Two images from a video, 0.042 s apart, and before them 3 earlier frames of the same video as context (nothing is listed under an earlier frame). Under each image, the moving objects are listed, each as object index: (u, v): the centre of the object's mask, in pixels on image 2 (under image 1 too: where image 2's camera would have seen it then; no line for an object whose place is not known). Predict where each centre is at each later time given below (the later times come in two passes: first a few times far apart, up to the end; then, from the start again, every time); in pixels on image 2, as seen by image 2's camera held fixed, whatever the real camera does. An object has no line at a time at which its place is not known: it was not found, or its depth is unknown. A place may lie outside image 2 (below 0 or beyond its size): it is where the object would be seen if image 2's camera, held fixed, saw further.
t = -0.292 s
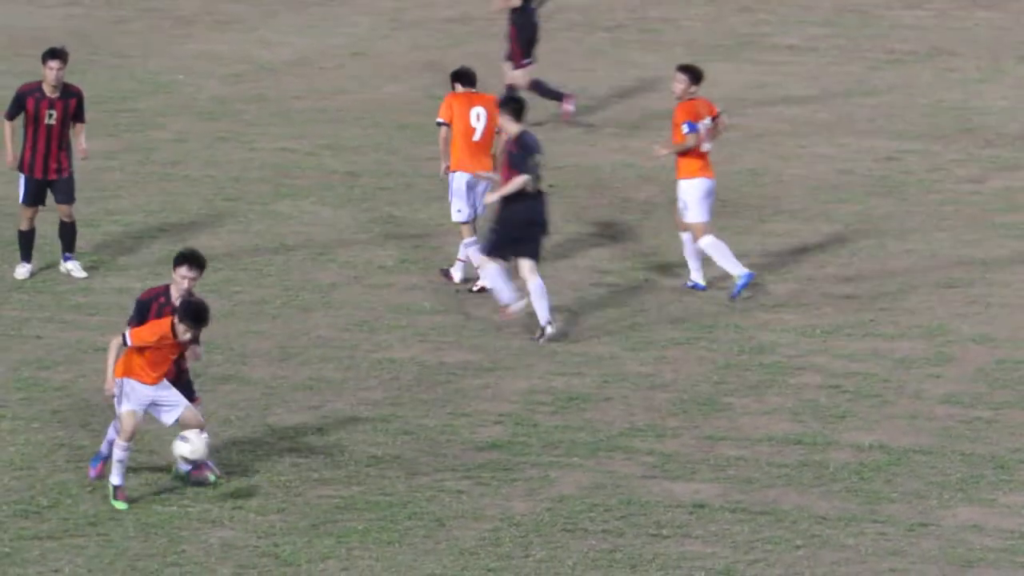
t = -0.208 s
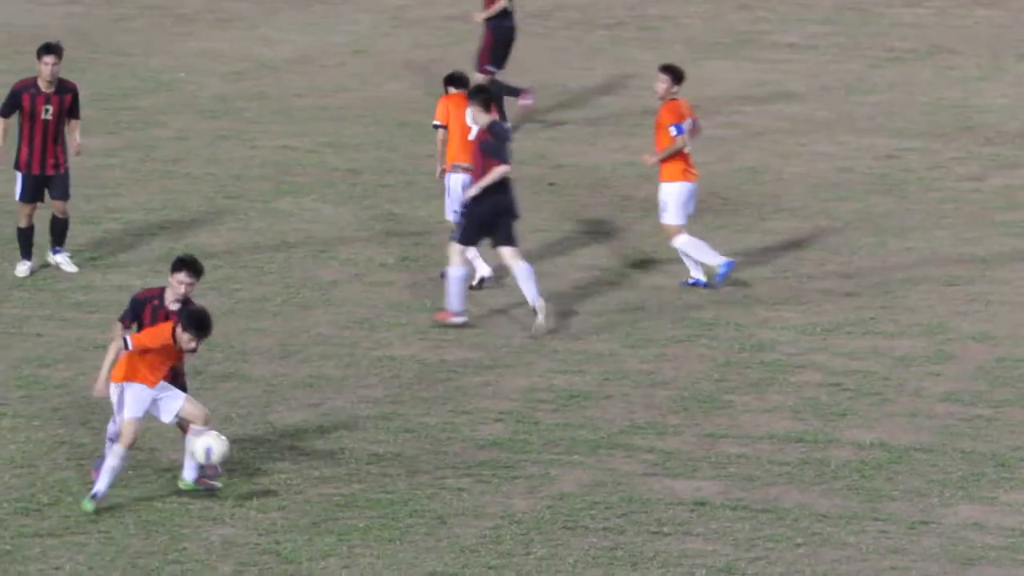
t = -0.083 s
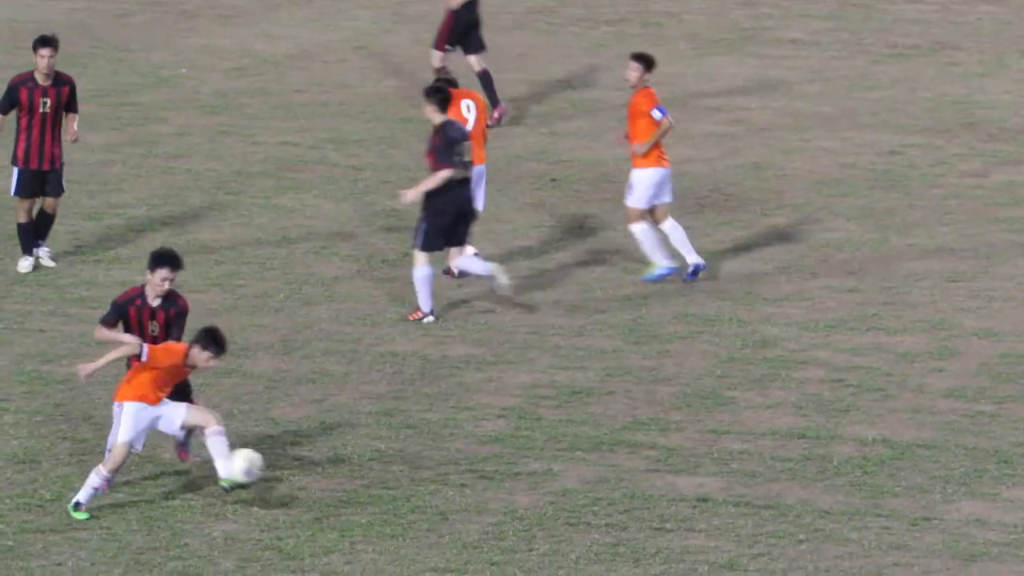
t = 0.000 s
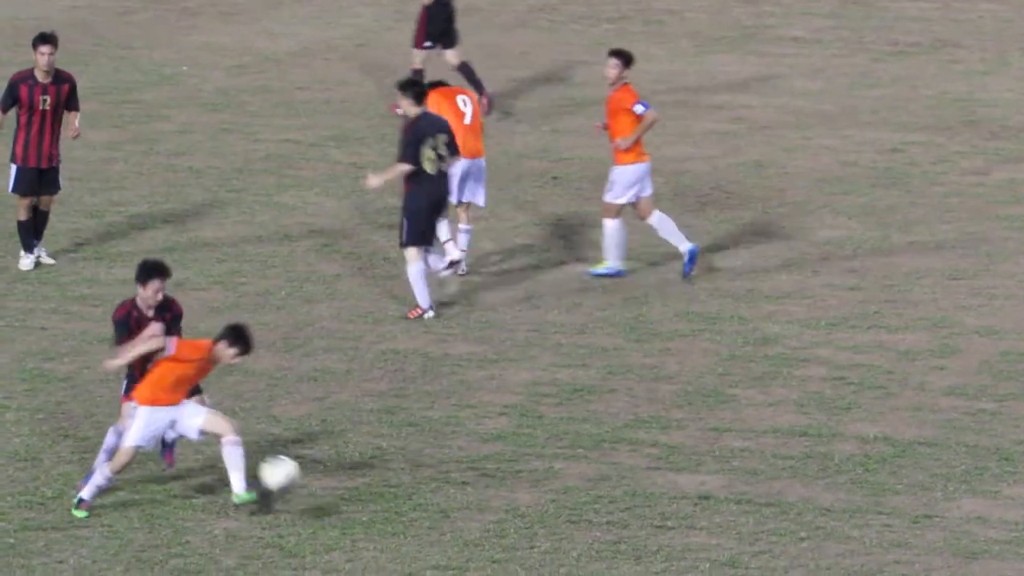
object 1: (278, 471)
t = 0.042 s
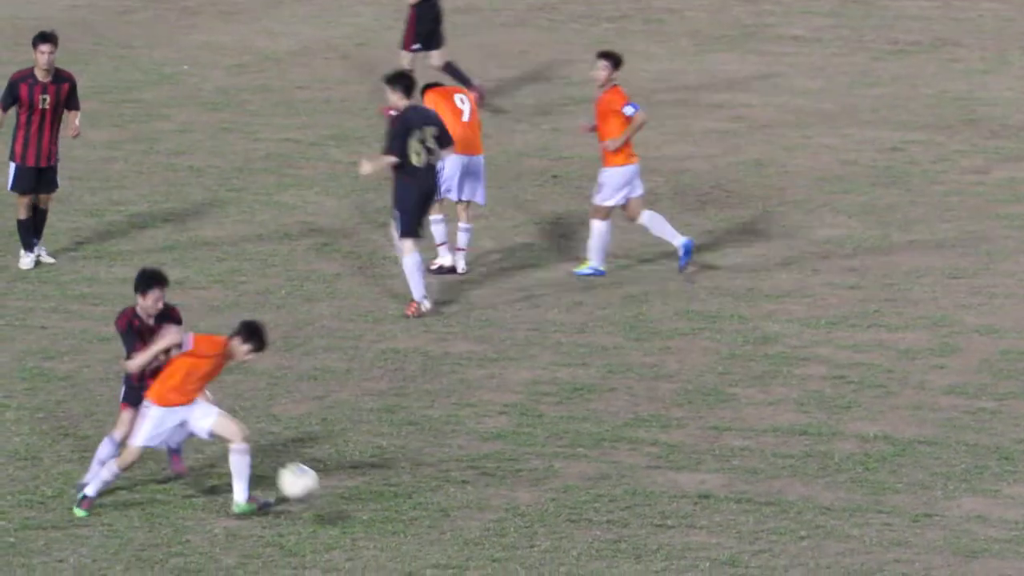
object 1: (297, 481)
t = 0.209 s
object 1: (368, 540)
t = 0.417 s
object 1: (412, 532)
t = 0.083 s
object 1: (315, 493)
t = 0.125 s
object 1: (334, 509)
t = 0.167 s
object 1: (353, 528)
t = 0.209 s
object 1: (368, 540)
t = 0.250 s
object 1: (377, 534)
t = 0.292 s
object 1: (386, 528)
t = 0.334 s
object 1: (394, 527)
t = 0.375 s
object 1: (404, 528)
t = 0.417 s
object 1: (412, 532)
